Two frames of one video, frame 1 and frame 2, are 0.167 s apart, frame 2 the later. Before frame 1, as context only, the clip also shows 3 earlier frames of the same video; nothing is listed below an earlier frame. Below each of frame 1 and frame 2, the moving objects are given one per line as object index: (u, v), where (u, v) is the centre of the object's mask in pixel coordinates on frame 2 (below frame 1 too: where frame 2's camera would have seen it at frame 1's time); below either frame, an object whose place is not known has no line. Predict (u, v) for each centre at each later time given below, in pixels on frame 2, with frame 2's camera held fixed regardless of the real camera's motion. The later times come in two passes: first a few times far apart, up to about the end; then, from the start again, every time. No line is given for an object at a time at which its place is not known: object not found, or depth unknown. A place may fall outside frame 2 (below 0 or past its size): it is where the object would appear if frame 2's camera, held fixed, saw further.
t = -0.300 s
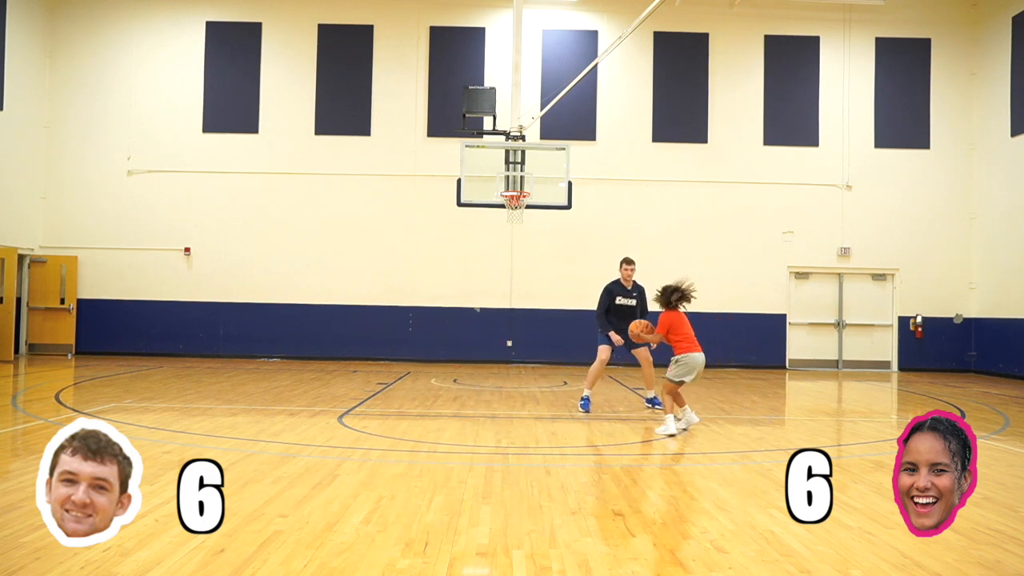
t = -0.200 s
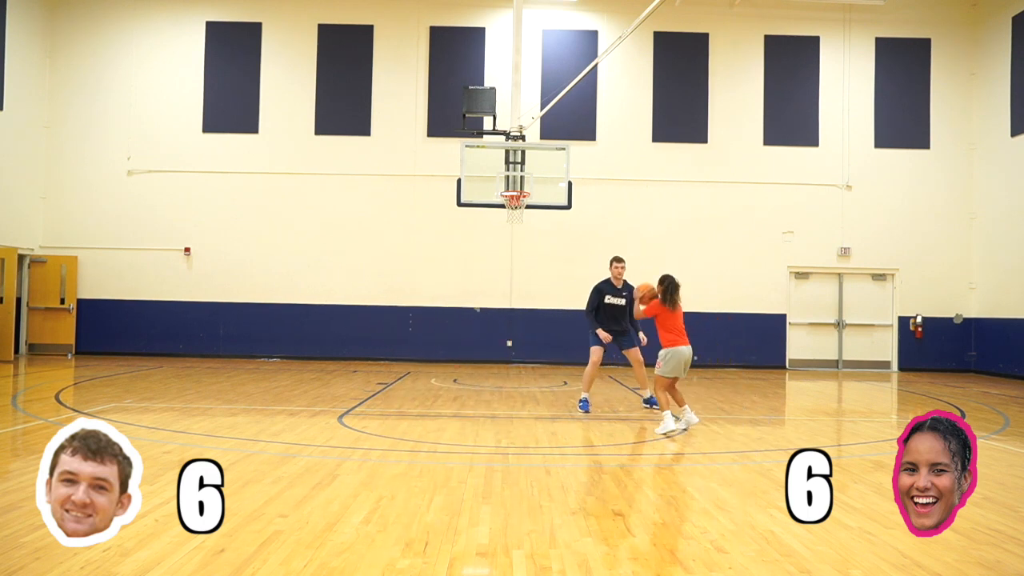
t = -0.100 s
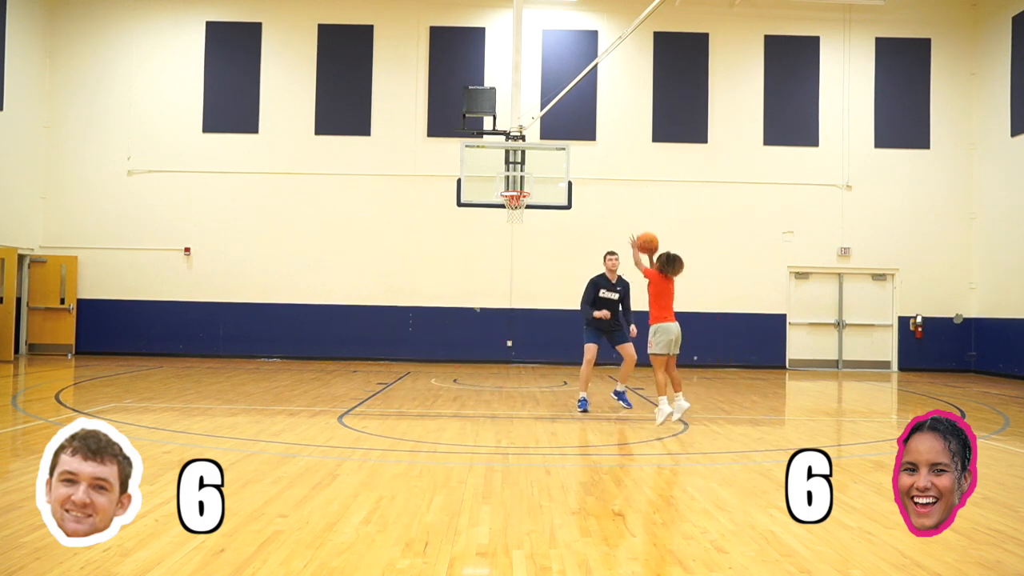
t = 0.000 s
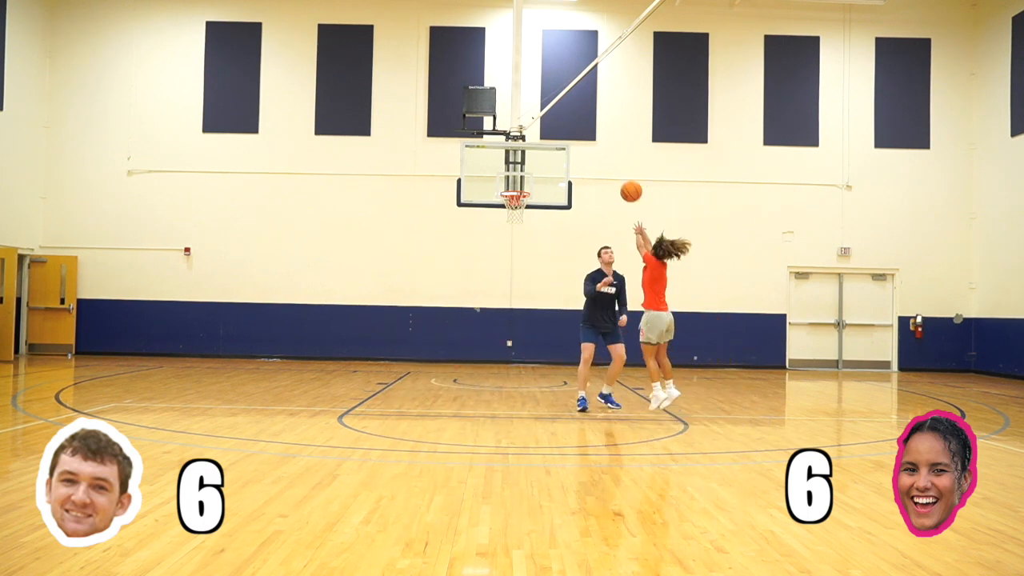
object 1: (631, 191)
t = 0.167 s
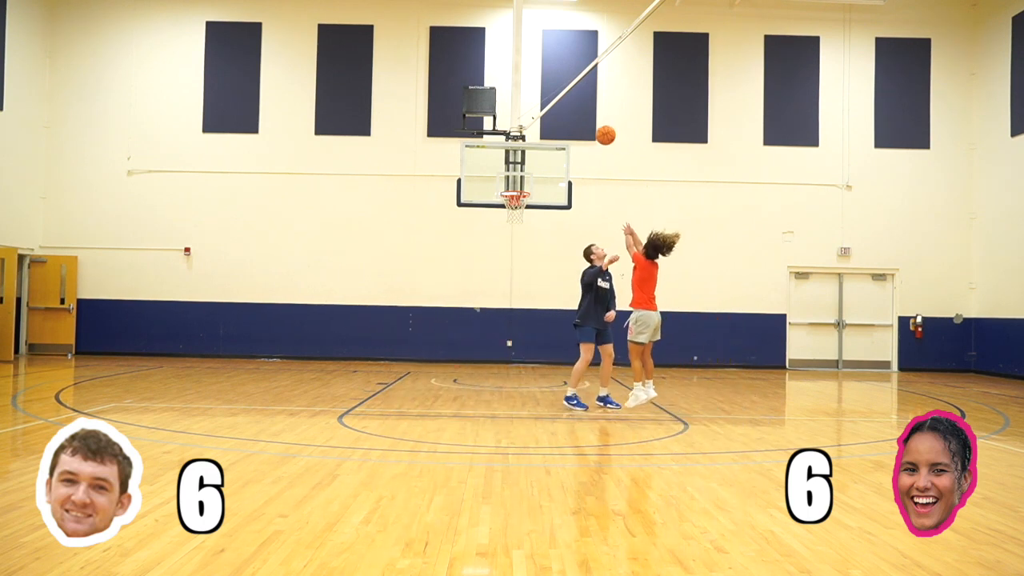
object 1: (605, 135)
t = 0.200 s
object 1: (601, 127)
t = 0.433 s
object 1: (573, 104)
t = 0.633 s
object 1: (553, 116)
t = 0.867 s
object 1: (532, 157)
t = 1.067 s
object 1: (508, 179)
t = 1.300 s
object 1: (464, 163)
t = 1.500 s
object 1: (424, 176)
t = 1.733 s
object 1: (376, 223)
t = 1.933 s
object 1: (334, 293)
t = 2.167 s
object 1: (288, 357)
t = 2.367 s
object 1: (262, 298)
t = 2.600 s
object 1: (231, 261)
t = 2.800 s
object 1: (203, 258)
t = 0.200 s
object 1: (601, 127)
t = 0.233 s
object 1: (596, 121)
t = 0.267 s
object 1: (592, 116)
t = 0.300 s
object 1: (588, 111)
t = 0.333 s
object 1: (584, 108)
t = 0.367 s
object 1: (580, 106)
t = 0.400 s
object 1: (577, 104)
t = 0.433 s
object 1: (573, 104)
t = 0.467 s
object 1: (570, 104)
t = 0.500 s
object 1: (566, 105)
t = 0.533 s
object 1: (563, 107)
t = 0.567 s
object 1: (559, 109)
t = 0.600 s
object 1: (556, 112)
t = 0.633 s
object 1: (553, 116)
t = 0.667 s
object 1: (550, 120)
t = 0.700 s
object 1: (547, 124)
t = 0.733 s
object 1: (543, 130)
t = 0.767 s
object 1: (541, 136)
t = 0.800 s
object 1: (538, 142)
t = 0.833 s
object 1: (535, 150)
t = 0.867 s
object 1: (532, 157)
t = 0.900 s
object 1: (529, 166)
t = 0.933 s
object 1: (526, 174)
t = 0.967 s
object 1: (524, 183)
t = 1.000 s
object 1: (521, 188)
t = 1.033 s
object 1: (514, 184)
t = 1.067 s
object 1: (508, 179)
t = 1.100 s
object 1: (502, 174)
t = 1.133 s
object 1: (495, 171)
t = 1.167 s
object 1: (489, 168)
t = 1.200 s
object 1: (483, 166)
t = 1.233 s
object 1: (477, 164)
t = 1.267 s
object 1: (470, 163)
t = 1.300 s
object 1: (464, 163)
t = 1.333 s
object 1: (457, 163)
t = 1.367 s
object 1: (451, 164)
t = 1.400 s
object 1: (444, 166)
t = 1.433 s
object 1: (437, 169)
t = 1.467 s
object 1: (430, 172)
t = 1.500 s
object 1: (424, 176)
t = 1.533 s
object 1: (417, 180)
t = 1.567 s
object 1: (410, 186)
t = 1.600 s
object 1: (403, 192)
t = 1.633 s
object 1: (397, 199)
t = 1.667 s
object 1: (390, 206)
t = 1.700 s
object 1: (383, 214)
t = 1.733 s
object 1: (376, 223)
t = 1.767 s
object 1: (369, 233)
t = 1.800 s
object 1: (362, 244)
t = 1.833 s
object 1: (355, 255)
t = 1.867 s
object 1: (348, 267)
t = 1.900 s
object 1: (341, 280)
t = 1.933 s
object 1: (334, 293)
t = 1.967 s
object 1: (327, 308)
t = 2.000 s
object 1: (320, 323)
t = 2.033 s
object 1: (313, 339)
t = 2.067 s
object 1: (305, 355)
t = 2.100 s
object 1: (298, 372)
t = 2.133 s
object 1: (293, 369)
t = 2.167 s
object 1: (288, 357)
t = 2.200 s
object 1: (284, 345)
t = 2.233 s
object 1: (280, 334)
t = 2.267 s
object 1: (276, 324)
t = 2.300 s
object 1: (271, 314)
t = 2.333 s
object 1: (267, 306)
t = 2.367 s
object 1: (262, 298)
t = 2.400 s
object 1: (258, 290)
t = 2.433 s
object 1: (253, 283)
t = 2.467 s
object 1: (249, 277)
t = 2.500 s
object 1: (244, 272)
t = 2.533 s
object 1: (240, 267)
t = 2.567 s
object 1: (235, 264)
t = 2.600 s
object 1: (231, 261)
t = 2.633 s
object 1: (226, 258)
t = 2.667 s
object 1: (221, 257)
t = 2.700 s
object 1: (217, 256)
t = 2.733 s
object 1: (212, 256)
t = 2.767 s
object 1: (207, 257)
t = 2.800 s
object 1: (203, 258)
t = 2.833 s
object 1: (198, 260)
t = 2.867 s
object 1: (193, 263)
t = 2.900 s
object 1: (188, 267)
